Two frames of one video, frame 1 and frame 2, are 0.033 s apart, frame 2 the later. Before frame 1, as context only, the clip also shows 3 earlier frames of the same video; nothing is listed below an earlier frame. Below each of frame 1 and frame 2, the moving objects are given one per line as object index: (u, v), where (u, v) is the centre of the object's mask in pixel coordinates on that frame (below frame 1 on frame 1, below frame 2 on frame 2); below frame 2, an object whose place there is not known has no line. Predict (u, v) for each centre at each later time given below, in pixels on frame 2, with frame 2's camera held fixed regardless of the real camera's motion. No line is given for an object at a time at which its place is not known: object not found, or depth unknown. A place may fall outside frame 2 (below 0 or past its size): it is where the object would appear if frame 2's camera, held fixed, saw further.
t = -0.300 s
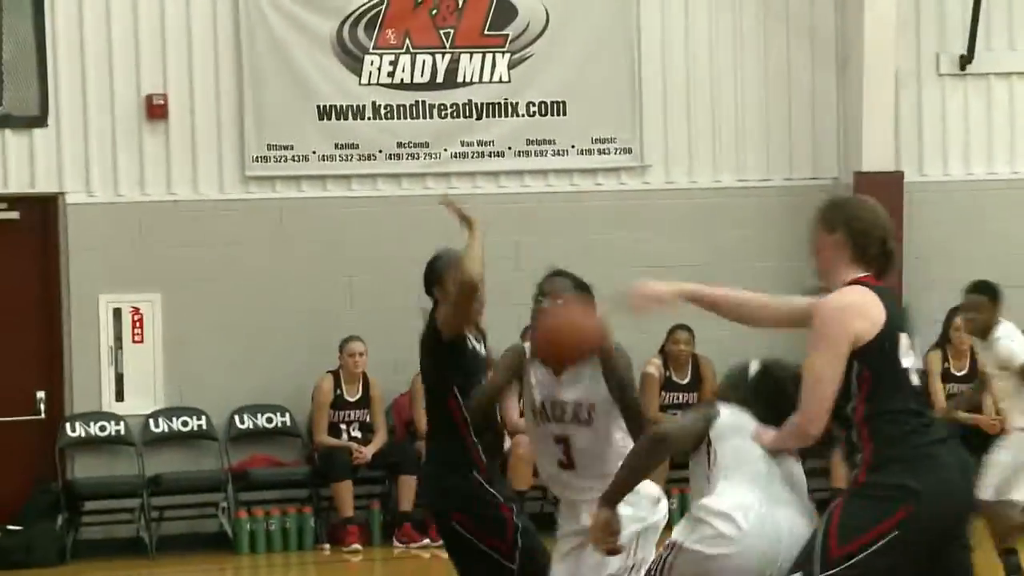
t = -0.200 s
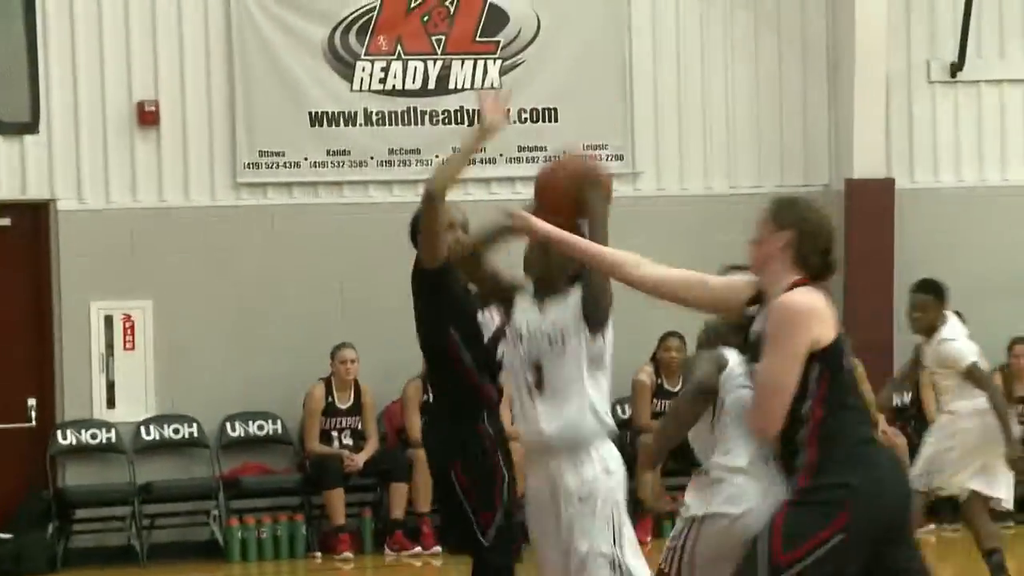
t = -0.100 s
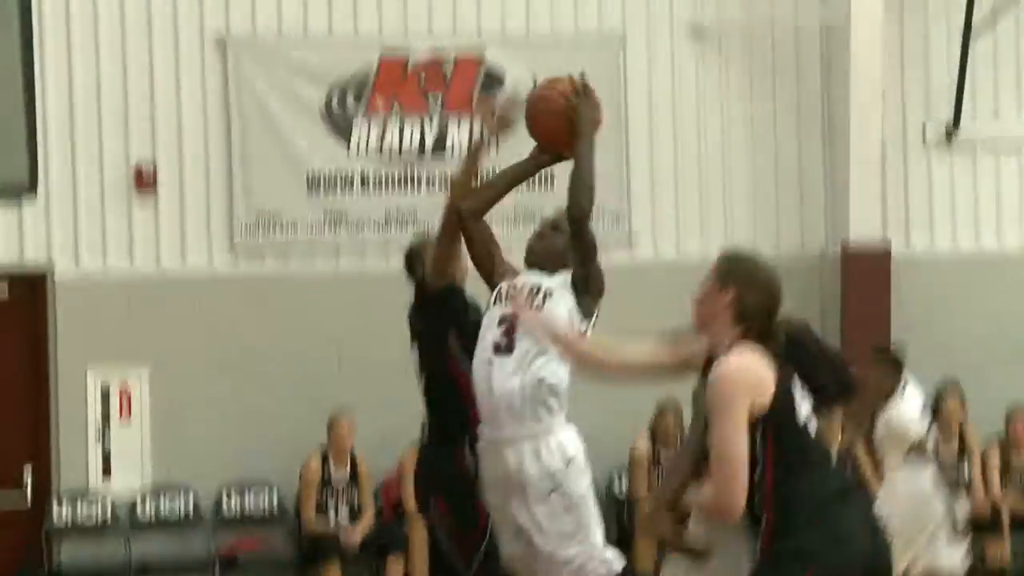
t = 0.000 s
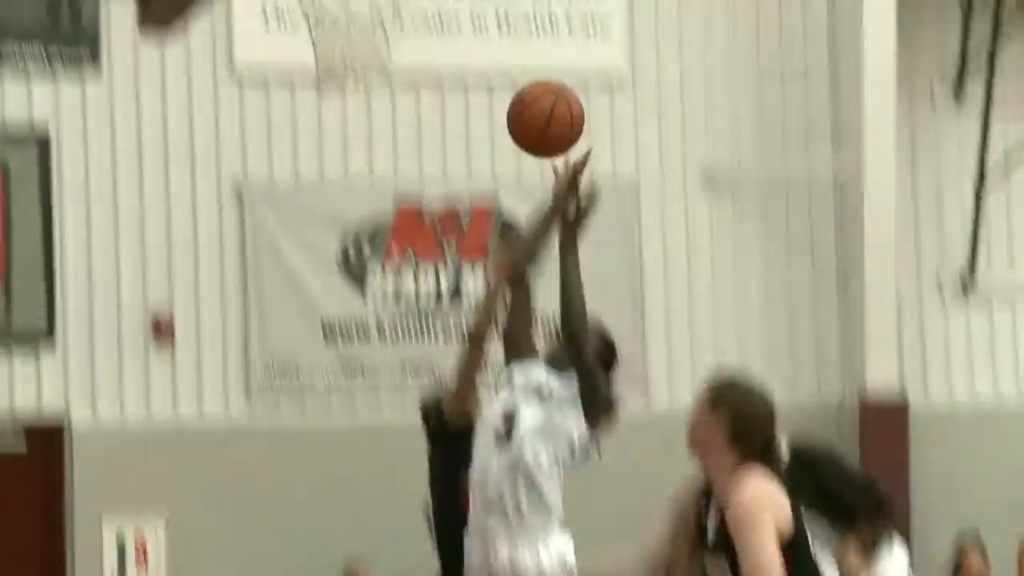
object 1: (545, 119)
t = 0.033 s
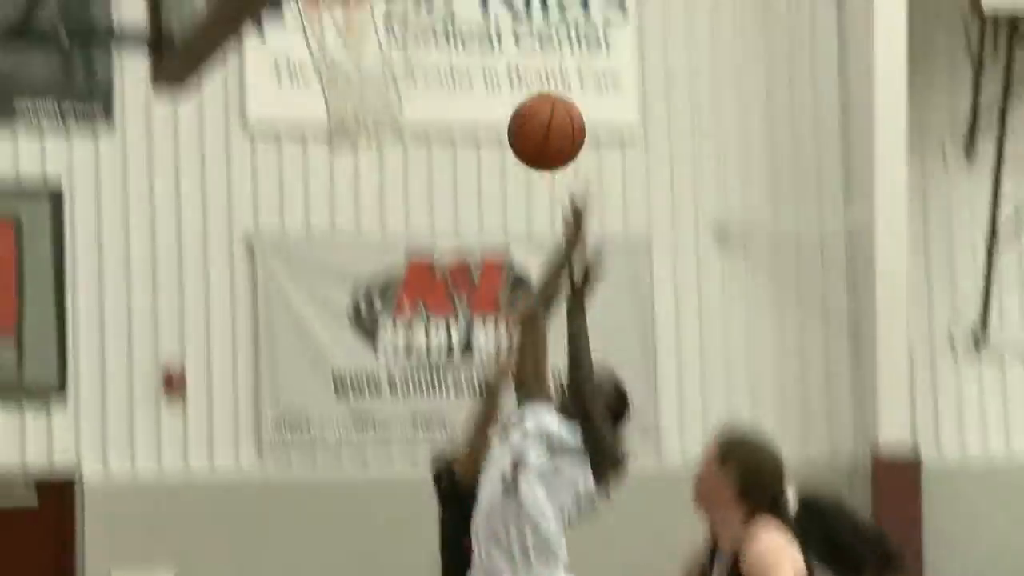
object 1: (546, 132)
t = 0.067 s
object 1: (536, 92)
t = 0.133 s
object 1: (514, 25)
